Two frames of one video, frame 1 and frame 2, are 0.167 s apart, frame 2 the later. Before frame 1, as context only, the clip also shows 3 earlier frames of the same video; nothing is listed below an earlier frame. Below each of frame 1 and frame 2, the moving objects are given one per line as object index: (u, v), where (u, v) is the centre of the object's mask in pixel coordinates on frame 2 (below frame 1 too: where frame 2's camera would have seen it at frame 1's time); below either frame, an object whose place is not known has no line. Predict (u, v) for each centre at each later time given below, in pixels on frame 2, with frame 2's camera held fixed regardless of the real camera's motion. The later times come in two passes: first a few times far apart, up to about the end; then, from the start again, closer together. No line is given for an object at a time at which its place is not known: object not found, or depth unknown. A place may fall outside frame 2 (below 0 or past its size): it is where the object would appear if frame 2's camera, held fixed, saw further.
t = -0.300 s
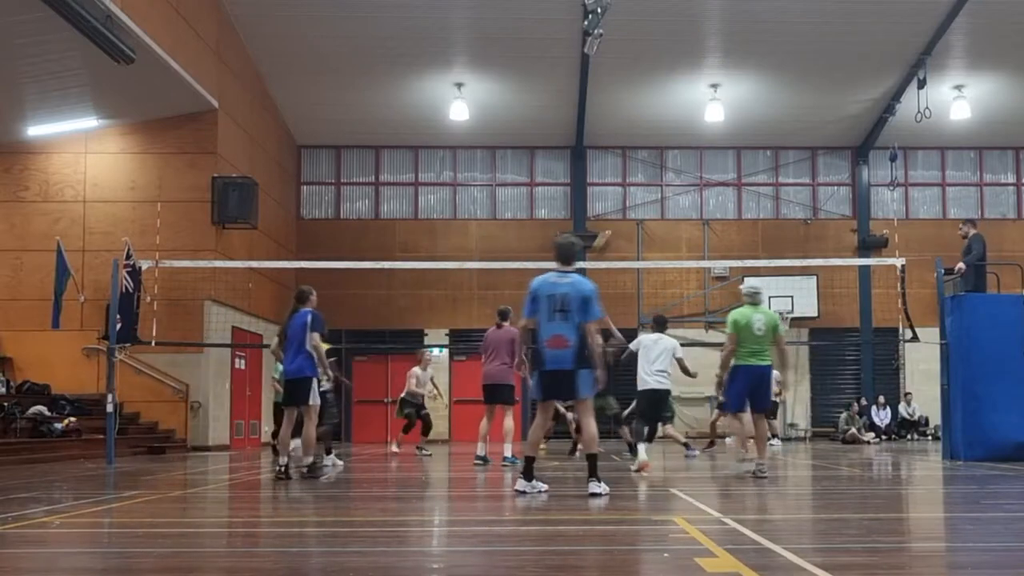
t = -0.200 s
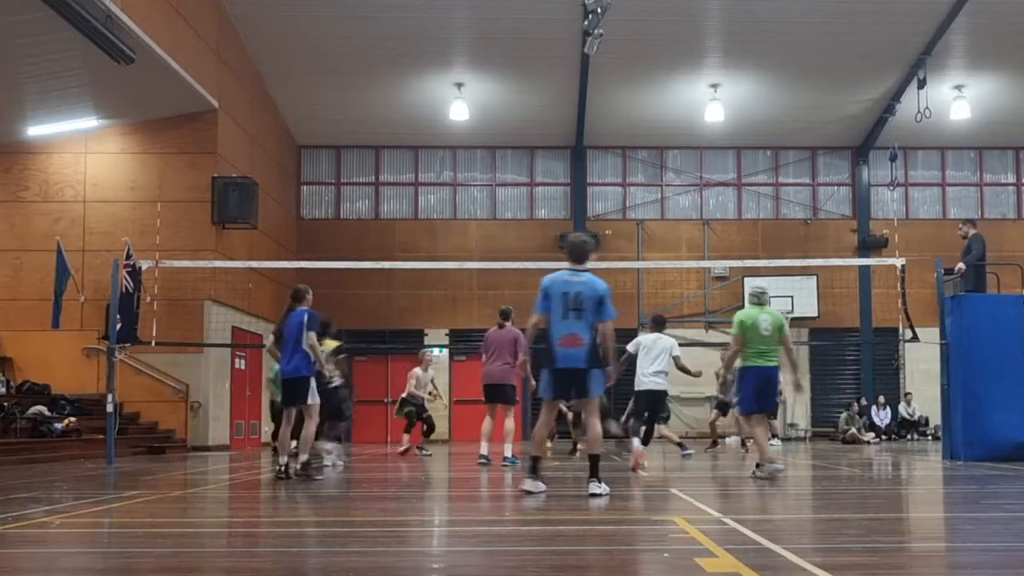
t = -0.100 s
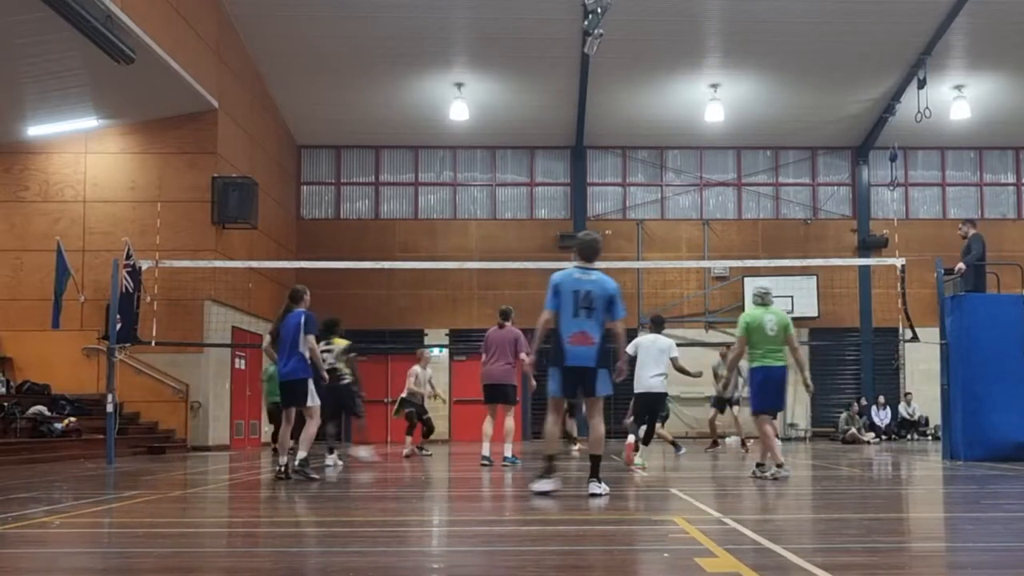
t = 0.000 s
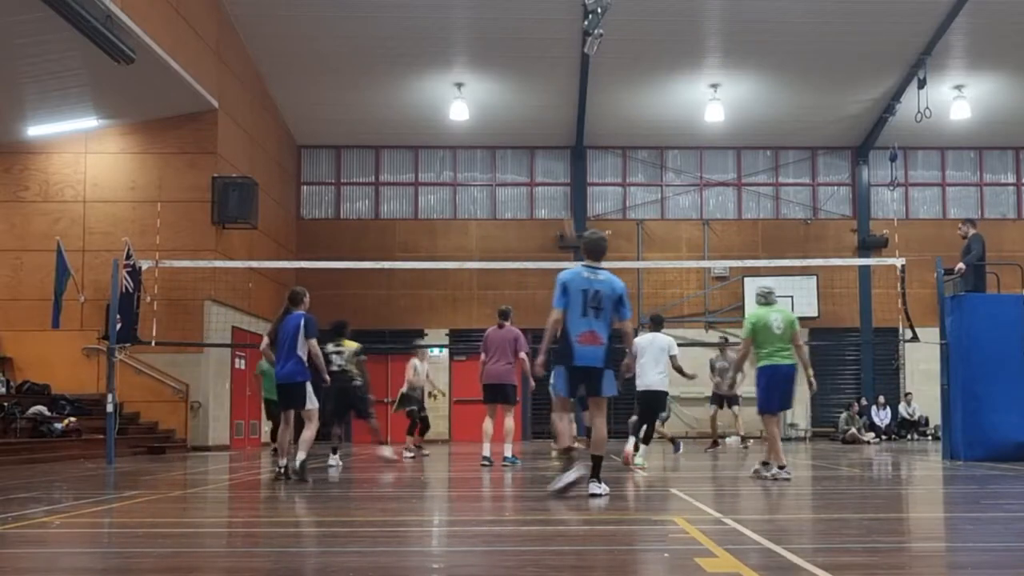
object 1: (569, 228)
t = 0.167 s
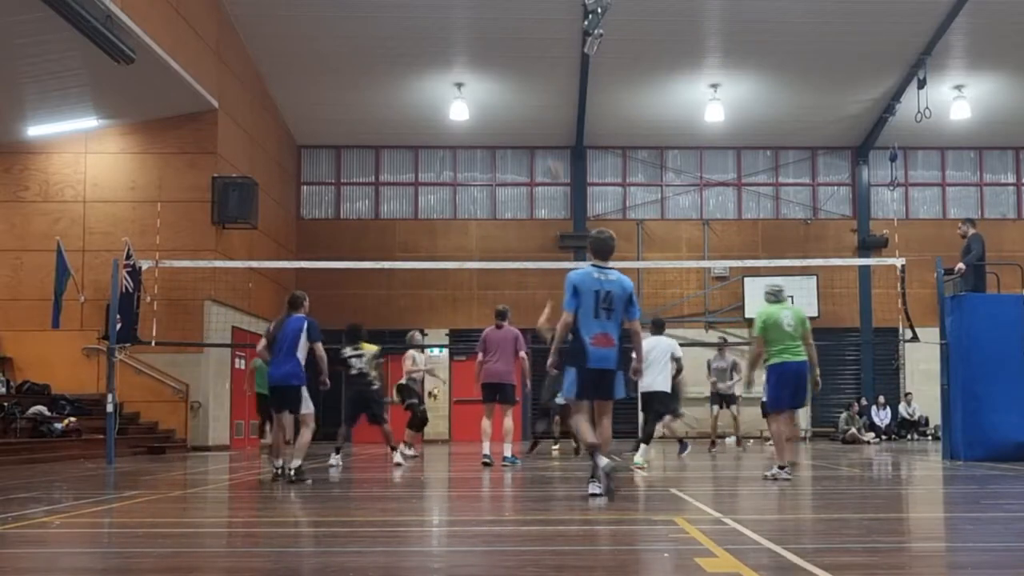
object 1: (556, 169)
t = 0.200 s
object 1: (552, 160)
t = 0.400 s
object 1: (532, 125)
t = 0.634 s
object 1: (514, 119)
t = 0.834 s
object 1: (494, 142)
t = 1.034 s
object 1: (479, 197)
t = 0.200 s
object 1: (552, 160)
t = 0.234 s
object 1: (548, 152)
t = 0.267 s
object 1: (546, 144)
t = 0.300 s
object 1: (542, 137)
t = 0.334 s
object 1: (539, 133)
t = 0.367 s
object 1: (536, 129)
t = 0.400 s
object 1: (532, 125)
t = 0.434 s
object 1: (531, 123)
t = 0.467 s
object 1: (526, 121)
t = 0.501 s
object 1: (523, 119)
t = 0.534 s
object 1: (521, 117)
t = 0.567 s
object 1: (519, 117)
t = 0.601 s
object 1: (516, 117)
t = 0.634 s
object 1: (514, 119)
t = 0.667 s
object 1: (509, 121)
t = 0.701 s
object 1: (507, 123)
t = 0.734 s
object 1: (504, 126)
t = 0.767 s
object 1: (502, 130)
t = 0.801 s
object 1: (497, 134)
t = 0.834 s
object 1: (494, 142)
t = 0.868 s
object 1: (492, 146)
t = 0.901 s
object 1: (489, 154)
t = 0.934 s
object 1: (488, 163)
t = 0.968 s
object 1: (486, 171)
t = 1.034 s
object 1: (479, 197)
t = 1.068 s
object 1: (477, 205)
